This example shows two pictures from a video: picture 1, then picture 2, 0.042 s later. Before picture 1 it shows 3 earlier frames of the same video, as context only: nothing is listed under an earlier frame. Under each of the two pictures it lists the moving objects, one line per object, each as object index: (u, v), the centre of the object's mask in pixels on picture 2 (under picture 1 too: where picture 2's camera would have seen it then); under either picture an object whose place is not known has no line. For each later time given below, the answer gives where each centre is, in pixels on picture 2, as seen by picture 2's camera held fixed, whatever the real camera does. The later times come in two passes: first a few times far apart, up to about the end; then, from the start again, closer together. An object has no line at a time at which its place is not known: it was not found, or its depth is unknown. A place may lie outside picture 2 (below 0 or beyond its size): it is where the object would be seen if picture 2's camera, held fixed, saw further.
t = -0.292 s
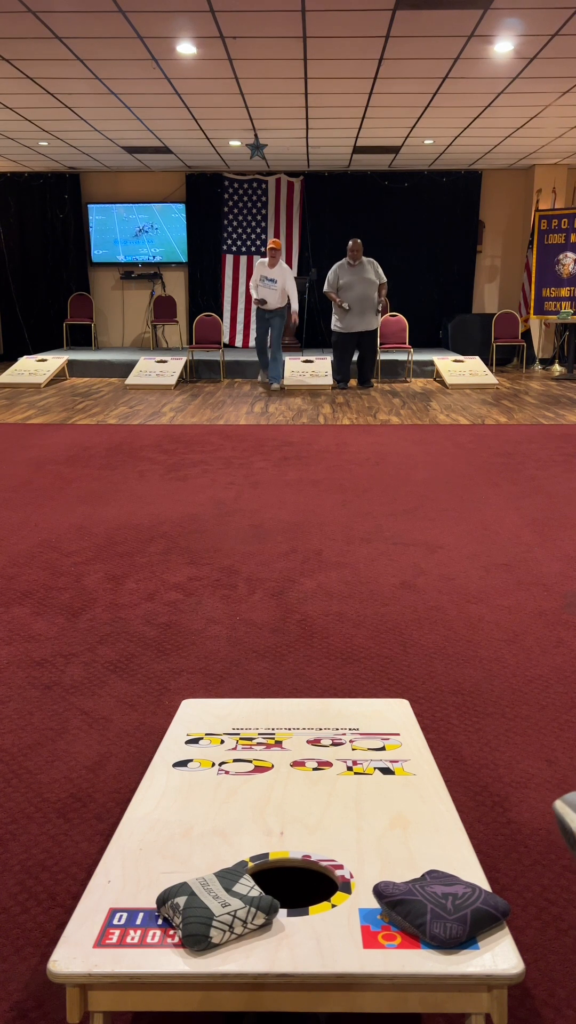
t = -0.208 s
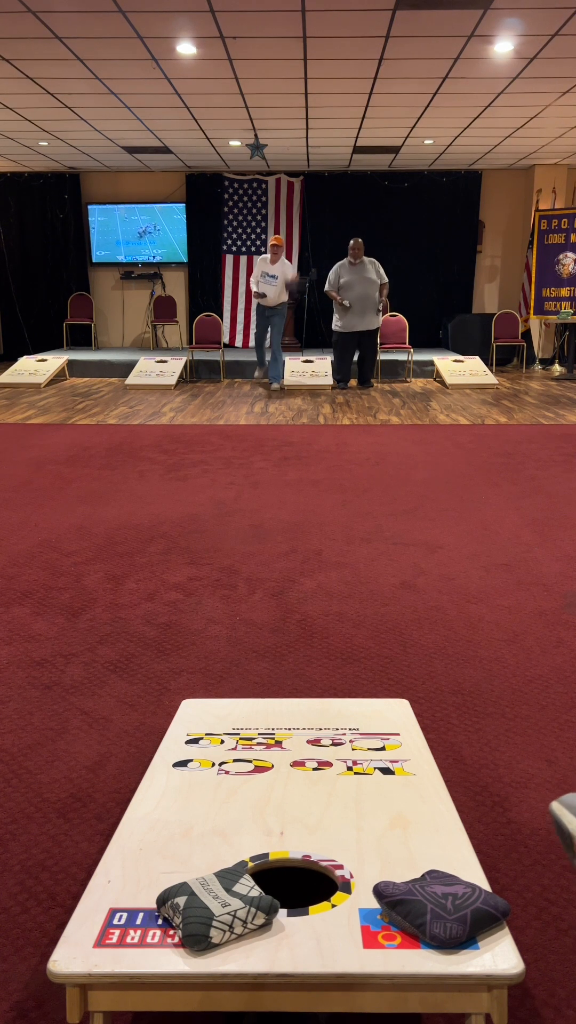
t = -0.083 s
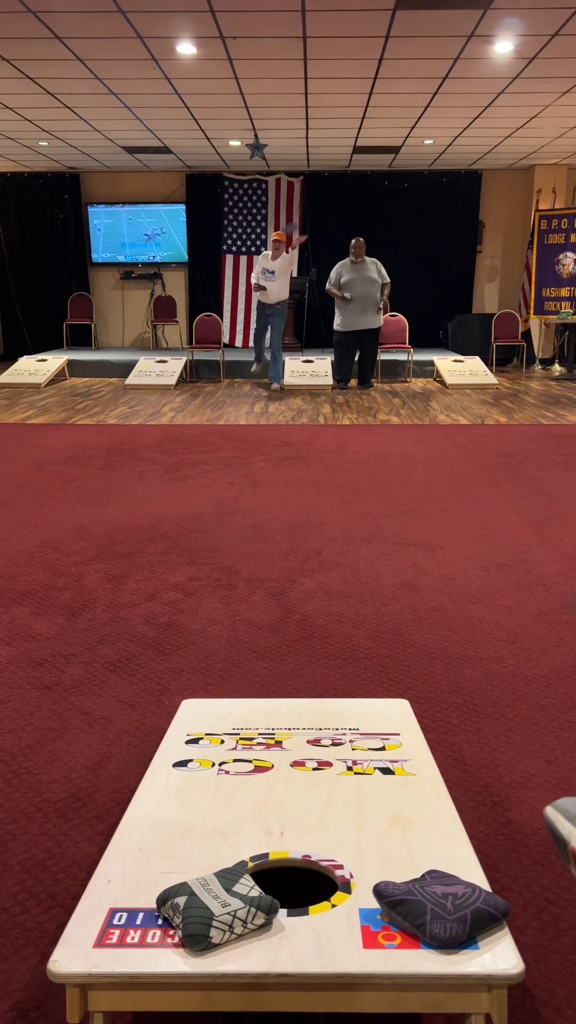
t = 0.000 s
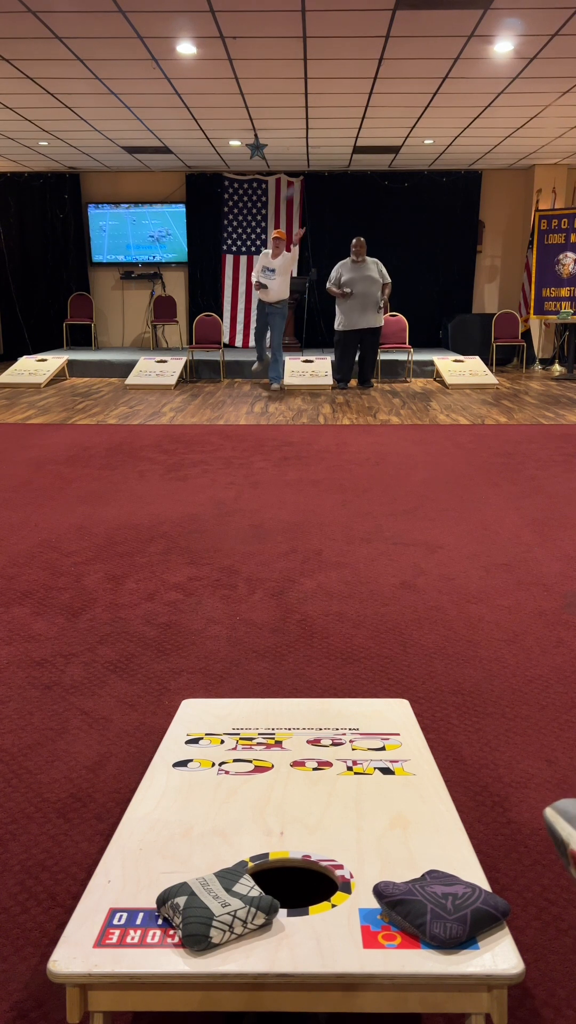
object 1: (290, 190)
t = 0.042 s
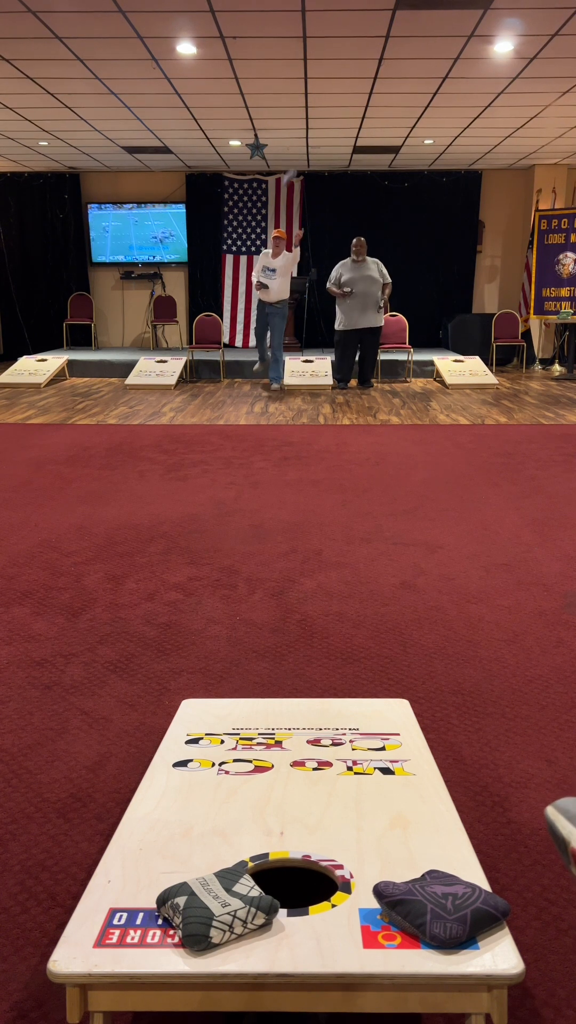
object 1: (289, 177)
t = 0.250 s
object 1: (292, 110)
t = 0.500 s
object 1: (299, 103)
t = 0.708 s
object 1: (309, 232)
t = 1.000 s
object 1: (331, 748)
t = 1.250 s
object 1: (352, 844)
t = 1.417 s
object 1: (350, 869)
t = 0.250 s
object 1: (292, 110)
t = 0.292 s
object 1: (293, 102)
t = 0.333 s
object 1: (294, 96)
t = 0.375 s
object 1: (295, 92)
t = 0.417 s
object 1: (296, 92)
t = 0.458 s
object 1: (297, 95)
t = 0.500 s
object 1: (299, 103)
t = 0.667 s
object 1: (307, 191)
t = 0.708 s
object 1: (309, 232)
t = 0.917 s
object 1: (324, 689)
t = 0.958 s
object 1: (327, 734)
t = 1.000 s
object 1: (331, 748)
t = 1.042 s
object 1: (335, 768)
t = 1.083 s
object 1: (339, 788)
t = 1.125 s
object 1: (343, 803)
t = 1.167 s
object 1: (346, 819)
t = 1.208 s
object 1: (349, 833)
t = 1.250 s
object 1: (352, 844)
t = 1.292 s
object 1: (353, 854)
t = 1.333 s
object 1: (353, 862)
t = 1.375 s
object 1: (352, 867)
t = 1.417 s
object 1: (350, 869)
